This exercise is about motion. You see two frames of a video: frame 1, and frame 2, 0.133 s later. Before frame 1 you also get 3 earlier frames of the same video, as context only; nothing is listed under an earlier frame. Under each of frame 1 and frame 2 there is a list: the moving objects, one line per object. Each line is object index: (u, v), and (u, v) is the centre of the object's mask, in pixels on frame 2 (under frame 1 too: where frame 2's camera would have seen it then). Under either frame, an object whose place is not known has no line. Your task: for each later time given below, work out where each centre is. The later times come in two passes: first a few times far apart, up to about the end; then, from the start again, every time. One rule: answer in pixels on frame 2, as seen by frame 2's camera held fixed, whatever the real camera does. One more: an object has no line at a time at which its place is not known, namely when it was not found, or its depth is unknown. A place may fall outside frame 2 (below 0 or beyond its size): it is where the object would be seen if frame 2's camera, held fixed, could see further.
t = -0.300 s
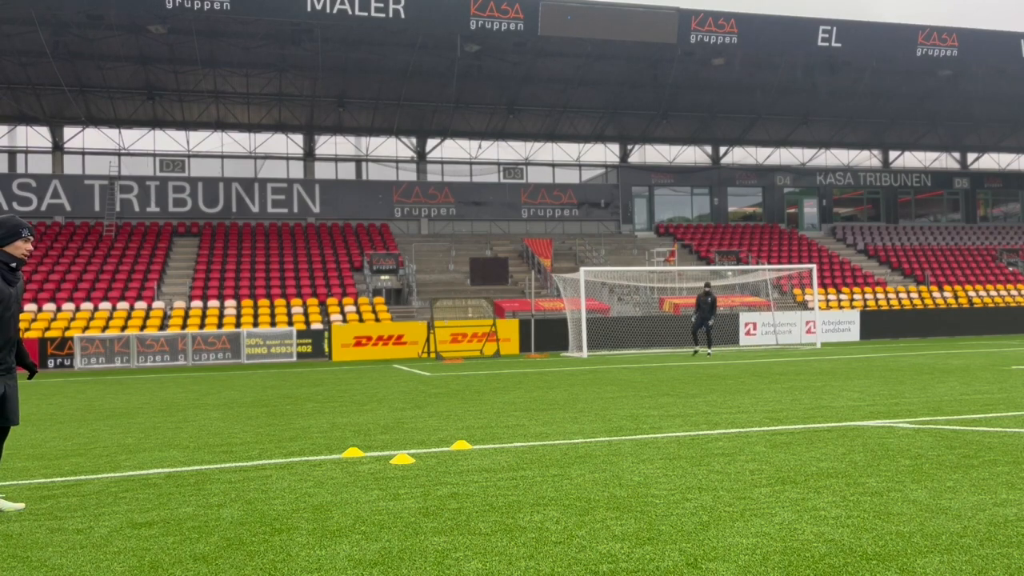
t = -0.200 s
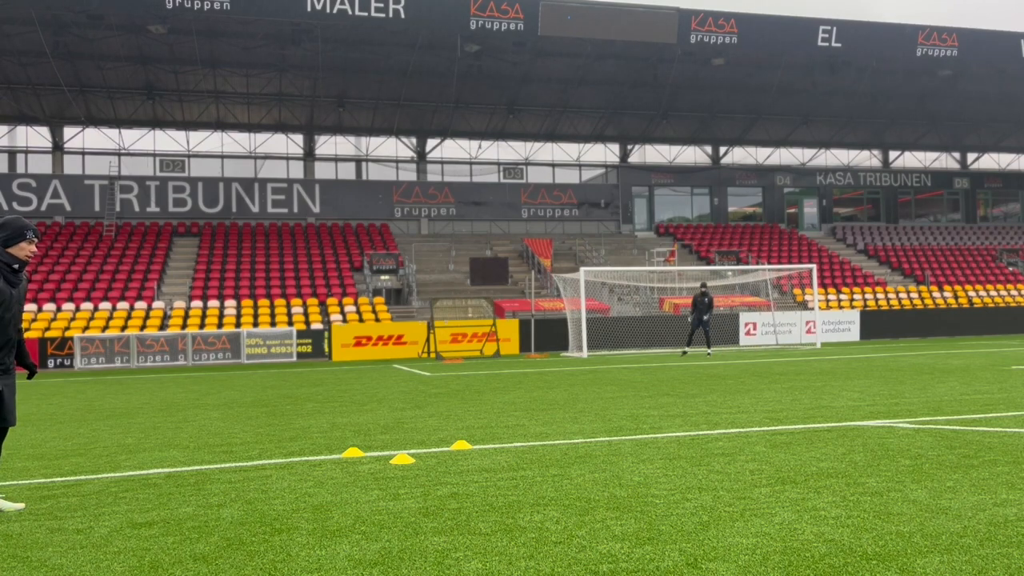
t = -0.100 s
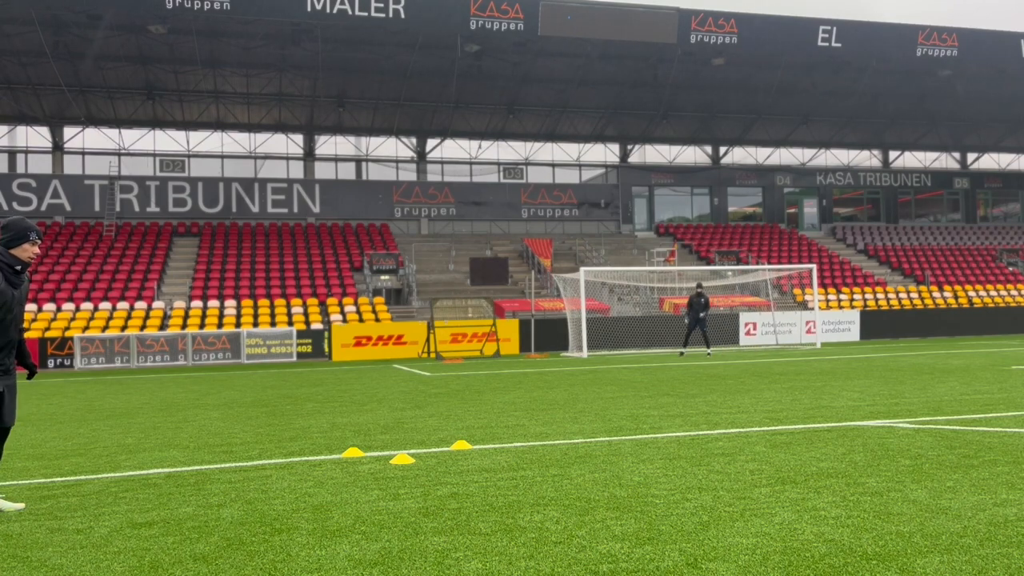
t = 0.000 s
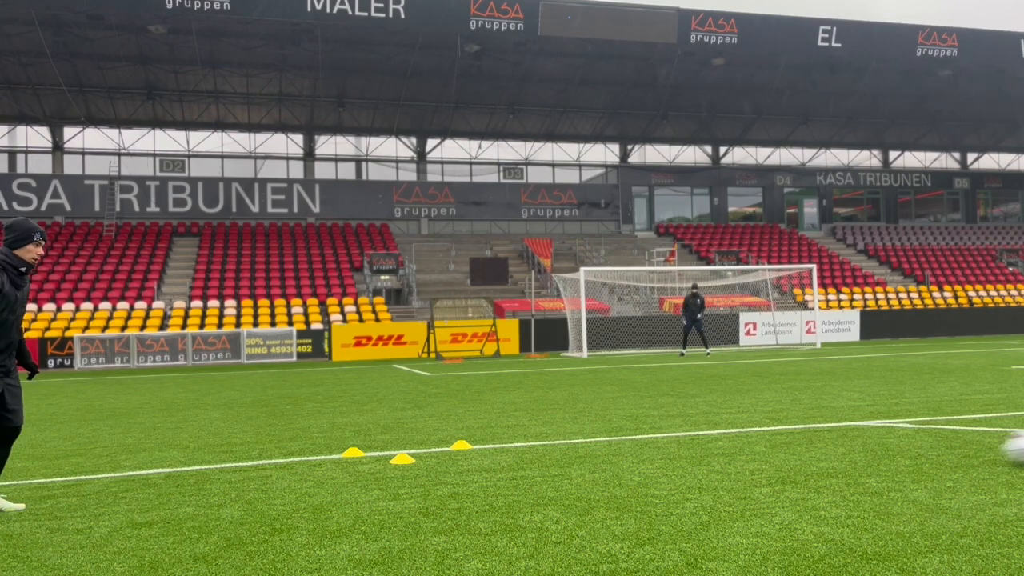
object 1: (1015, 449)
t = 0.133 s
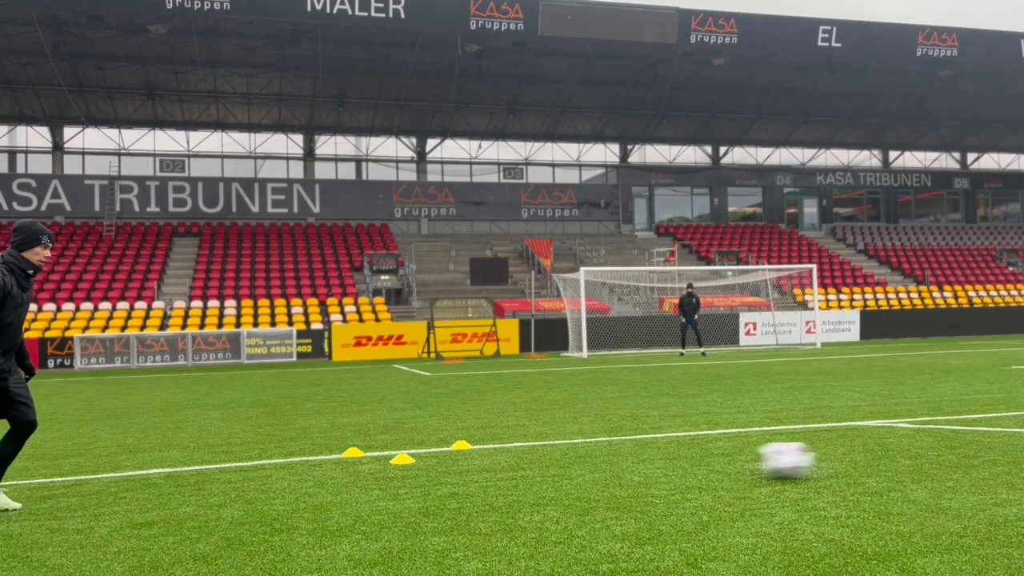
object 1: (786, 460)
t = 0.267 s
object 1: (545, 471)
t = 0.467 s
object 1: (191, 487)
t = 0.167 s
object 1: (725, 461)
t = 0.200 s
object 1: (666, 463)
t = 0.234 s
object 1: (604, 467)
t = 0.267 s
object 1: (545, 471)
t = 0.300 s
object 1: (485, 473)
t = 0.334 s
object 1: (426, 475)
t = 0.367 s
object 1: (366, 479)
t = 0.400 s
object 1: (306, 483)
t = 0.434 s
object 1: (249, 484)
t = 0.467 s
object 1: (191, 487)
